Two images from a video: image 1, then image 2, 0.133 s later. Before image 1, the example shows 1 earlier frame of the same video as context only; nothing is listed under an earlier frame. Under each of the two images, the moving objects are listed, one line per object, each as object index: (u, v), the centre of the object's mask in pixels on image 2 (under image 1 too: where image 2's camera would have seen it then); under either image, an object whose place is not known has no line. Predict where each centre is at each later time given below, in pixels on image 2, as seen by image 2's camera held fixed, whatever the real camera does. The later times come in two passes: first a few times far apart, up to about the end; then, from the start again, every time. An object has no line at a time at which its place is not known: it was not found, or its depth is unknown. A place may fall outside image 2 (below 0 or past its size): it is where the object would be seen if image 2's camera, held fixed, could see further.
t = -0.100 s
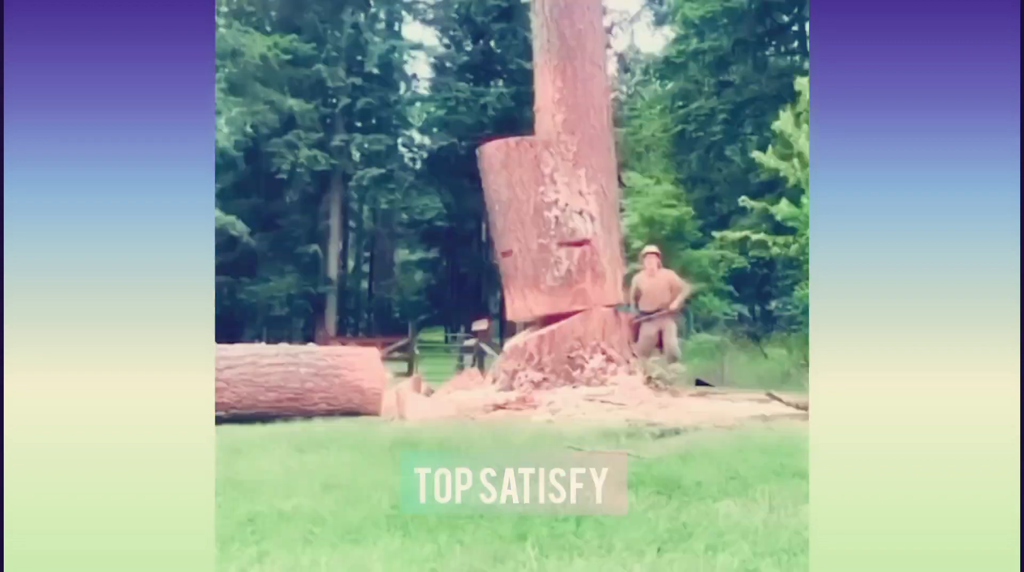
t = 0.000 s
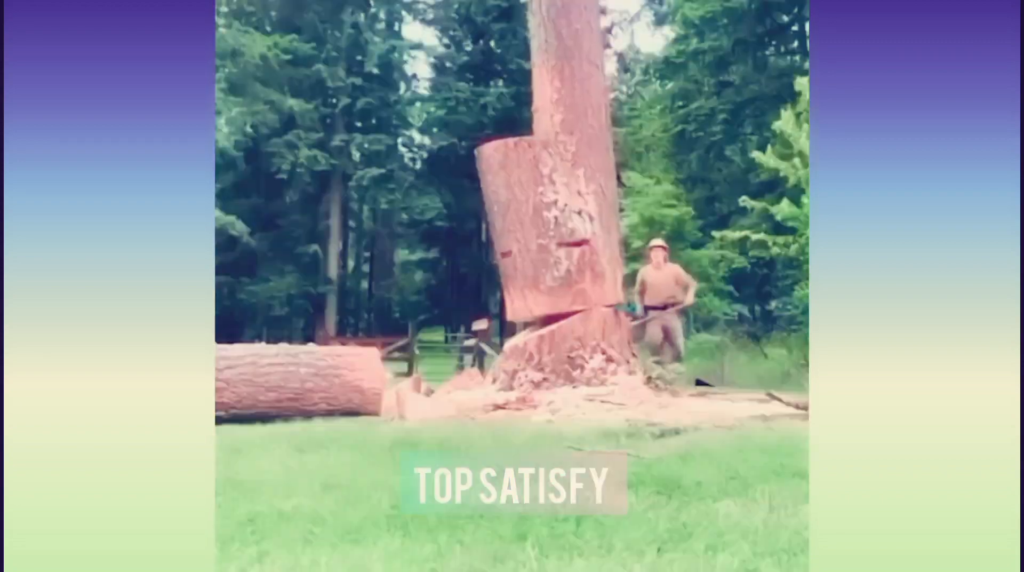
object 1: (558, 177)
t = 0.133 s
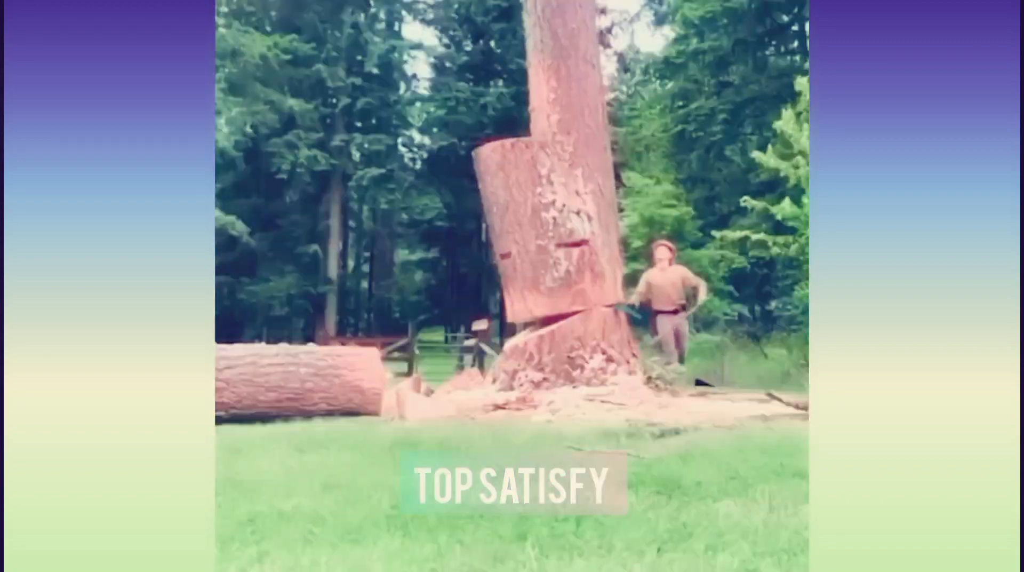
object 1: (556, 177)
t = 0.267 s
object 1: (554, 177)
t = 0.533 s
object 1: (551, 177)
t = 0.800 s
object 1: (546, 177)
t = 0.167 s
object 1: (556, 177)
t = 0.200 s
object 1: (555, 177)
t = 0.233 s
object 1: (555, 177)
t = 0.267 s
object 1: (554, 177)
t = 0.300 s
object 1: (554, 177)
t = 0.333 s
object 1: (554, 177)
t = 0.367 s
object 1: (553, 177)
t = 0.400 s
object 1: (552, 176)
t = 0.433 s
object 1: (552, 176)
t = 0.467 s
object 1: (552, 177)
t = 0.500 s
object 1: (551, 177)
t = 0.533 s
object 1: (551, 177)
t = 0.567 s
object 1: (550, 177)
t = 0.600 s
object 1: (550, 177)
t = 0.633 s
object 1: (549, 177)
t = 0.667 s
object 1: (549, 177)
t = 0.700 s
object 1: (548, 177)
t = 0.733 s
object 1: (547, 177)
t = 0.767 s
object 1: (547, 177)
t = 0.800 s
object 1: (546, 177)
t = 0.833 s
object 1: (546, 177)
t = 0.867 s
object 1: (545, 177)
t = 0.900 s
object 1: (544, 177)
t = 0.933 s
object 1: (544, 178)
